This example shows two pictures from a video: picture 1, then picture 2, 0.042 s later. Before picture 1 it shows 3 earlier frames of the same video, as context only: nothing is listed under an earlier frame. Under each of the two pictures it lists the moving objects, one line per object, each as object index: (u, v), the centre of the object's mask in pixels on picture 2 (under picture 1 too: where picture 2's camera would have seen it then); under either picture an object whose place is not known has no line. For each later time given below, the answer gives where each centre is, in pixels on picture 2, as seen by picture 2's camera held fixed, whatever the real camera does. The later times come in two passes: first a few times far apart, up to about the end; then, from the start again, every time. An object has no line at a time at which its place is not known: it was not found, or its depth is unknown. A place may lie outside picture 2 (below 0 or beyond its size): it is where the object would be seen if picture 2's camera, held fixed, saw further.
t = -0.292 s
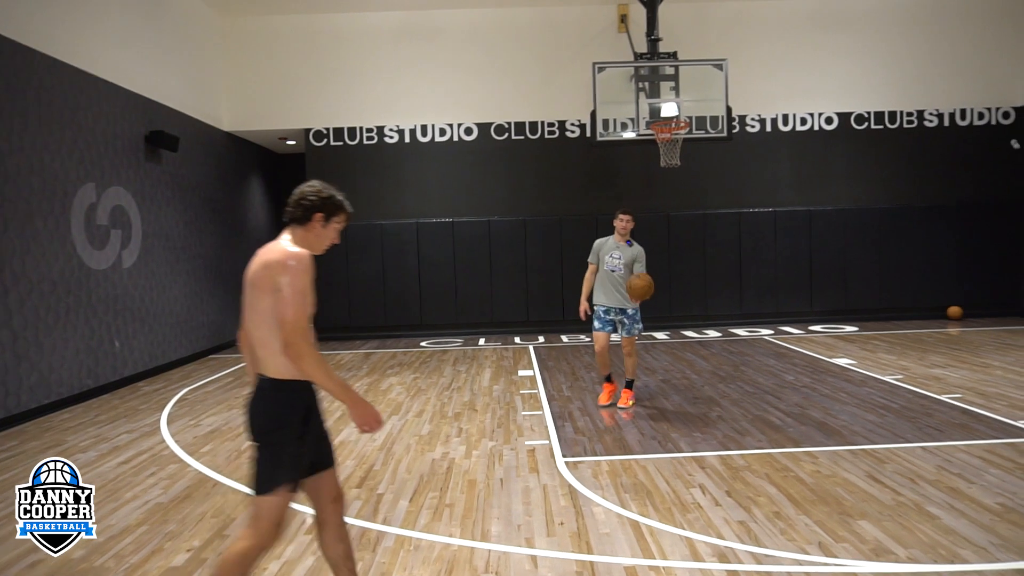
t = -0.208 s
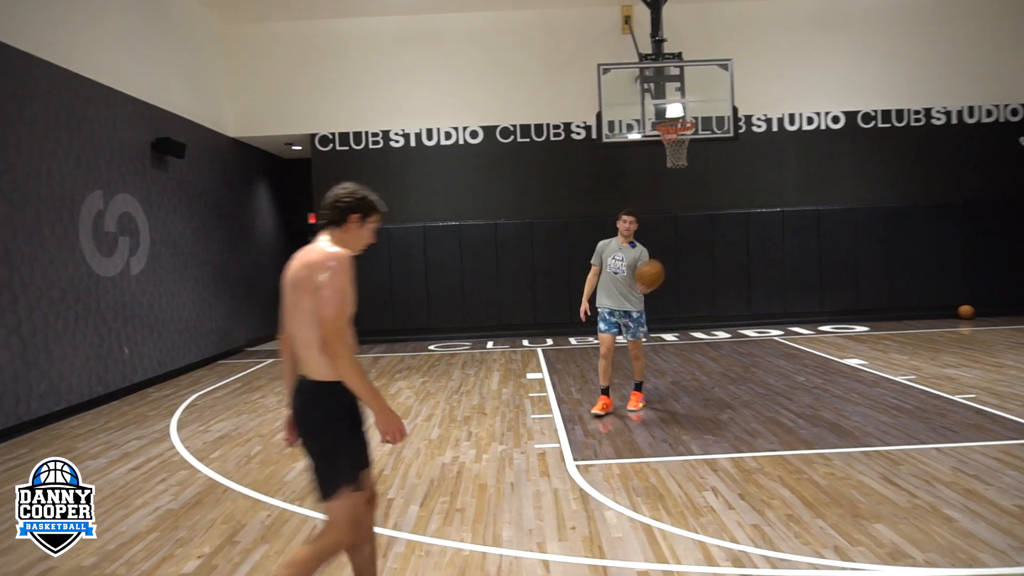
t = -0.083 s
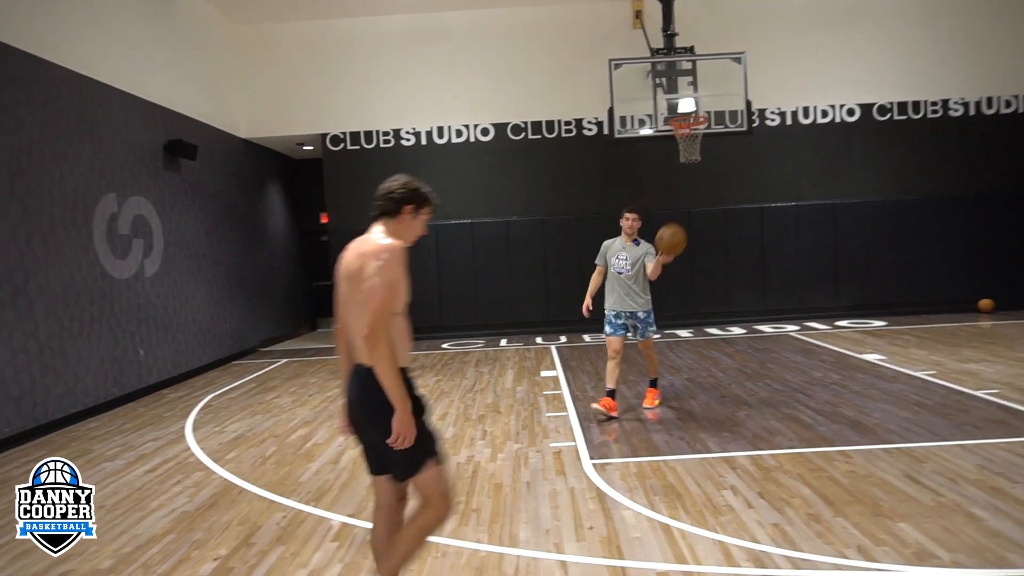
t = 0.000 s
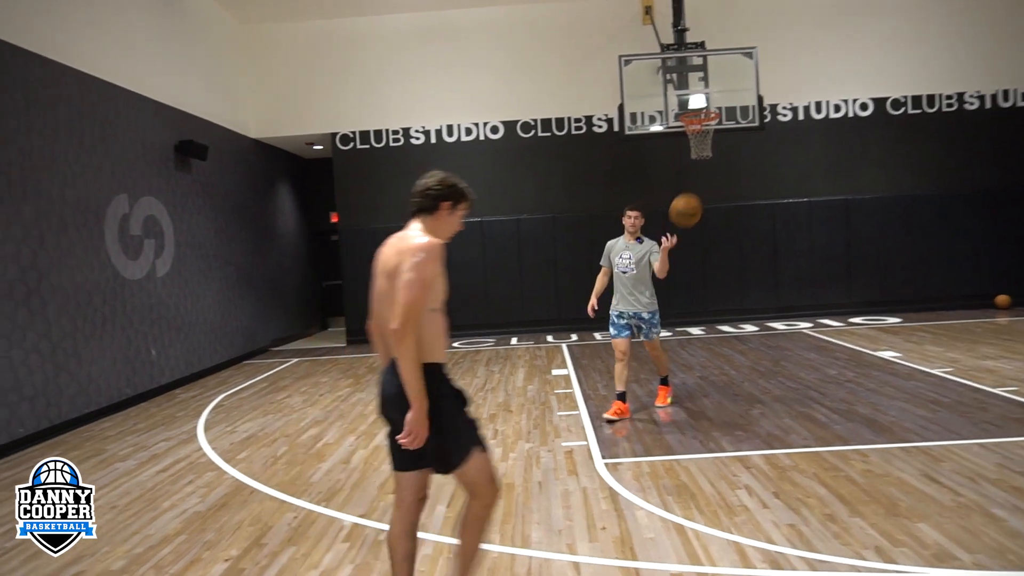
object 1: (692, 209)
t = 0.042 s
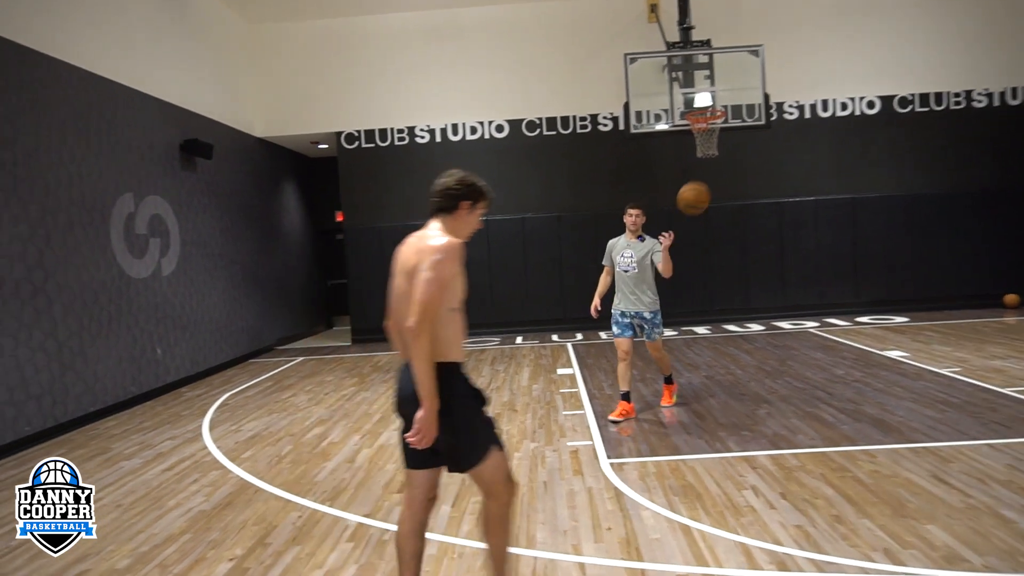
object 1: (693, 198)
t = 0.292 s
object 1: (708, 176)
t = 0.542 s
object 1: (726, 241)
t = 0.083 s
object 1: (696, 189)
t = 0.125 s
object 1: (698, 182)
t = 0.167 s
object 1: (700, 177)
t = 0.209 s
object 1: (703, 175)
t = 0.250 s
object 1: (705, 174)
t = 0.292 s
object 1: (708, 176)
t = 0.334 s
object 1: (712, 181)
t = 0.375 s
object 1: (715, 187)
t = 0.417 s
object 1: (718, 197)
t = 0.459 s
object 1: (723, 209)
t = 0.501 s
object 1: (726, 224)
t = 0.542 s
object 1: (726, 241)
